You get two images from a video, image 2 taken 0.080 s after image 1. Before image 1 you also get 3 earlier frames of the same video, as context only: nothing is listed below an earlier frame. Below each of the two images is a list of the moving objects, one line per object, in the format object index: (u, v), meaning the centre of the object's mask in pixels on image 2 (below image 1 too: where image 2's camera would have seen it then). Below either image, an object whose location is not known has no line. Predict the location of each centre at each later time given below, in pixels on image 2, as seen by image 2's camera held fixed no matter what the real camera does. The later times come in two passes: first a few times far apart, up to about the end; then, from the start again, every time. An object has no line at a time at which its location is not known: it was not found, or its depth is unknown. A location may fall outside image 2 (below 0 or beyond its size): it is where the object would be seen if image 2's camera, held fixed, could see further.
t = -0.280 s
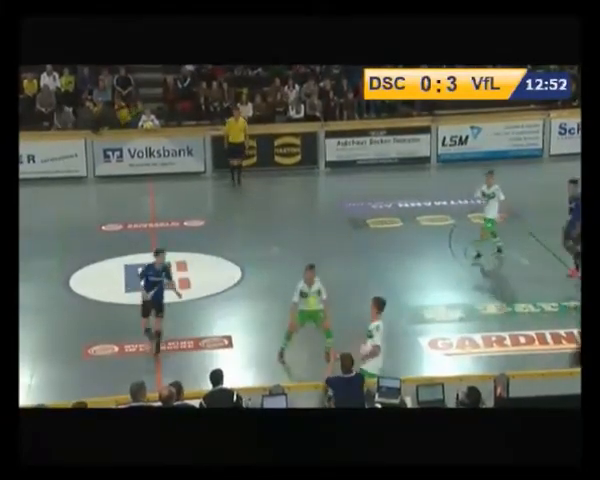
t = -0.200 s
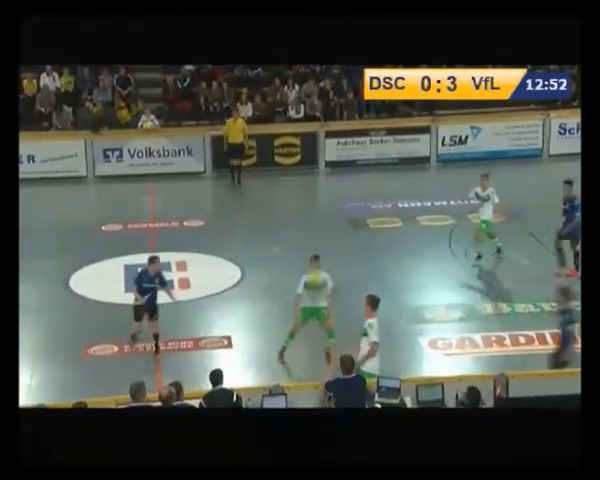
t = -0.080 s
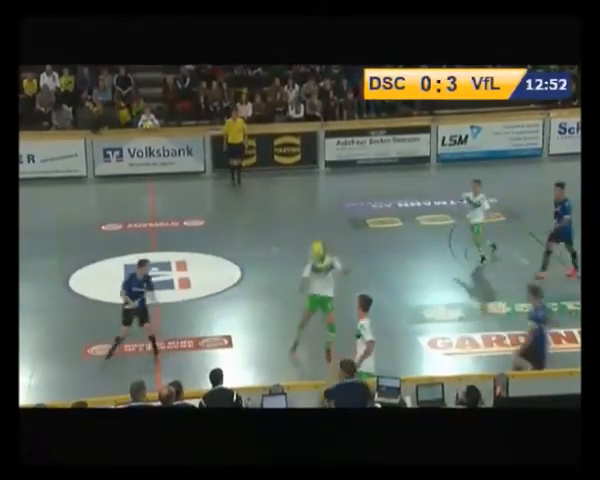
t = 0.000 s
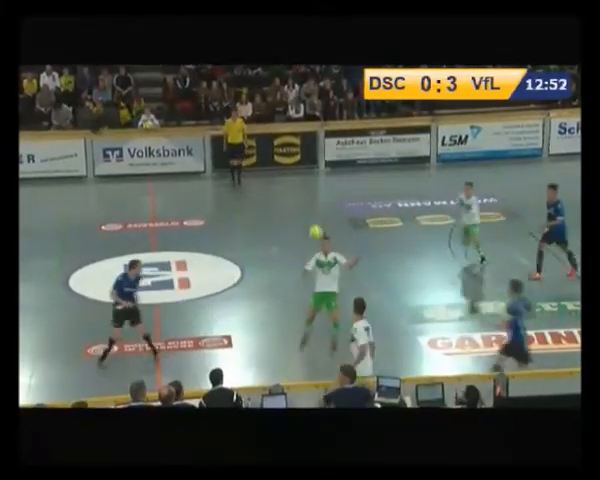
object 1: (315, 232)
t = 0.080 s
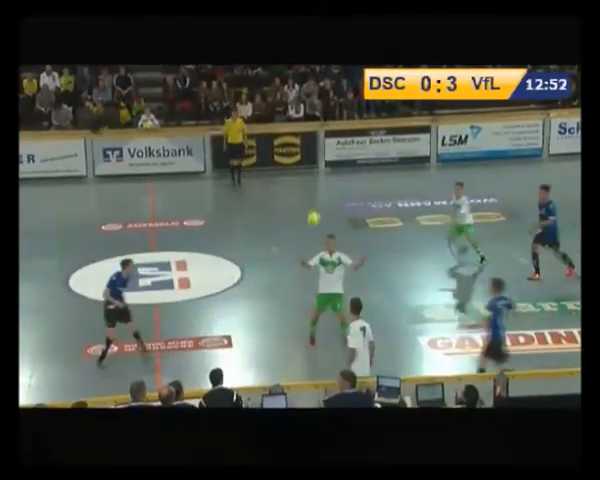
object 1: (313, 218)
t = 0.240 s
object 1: (312, 202)
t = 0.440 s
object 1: (308, 206)
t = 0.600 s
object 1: (306, 229)
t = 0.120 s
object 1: (313, 212)
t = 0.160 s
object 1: (312, 208)
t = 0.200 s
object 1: (312, 205)
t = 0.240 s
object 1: (312, 202)
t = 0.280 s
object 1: (311, 201)
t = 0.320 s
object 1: (310, 201)
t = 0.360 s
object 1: (309, 201)
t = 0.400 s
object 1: (309, 203)
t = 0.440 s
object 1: (308, 206)
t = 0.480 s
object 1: (307, 210)
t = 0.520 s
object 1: (307, 215)
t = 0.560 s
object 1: (307, 221)
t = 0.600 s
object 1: (306, 229)
